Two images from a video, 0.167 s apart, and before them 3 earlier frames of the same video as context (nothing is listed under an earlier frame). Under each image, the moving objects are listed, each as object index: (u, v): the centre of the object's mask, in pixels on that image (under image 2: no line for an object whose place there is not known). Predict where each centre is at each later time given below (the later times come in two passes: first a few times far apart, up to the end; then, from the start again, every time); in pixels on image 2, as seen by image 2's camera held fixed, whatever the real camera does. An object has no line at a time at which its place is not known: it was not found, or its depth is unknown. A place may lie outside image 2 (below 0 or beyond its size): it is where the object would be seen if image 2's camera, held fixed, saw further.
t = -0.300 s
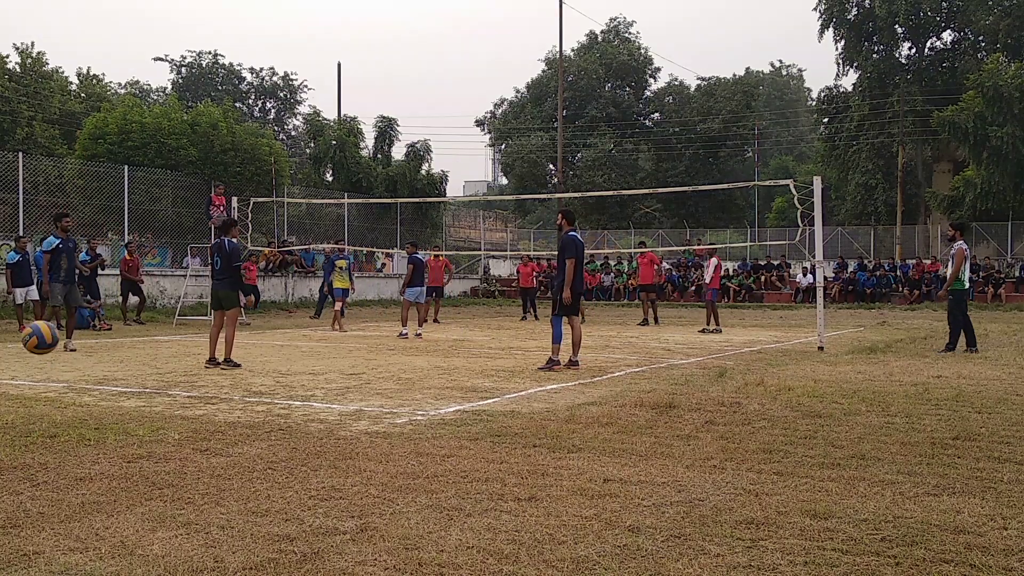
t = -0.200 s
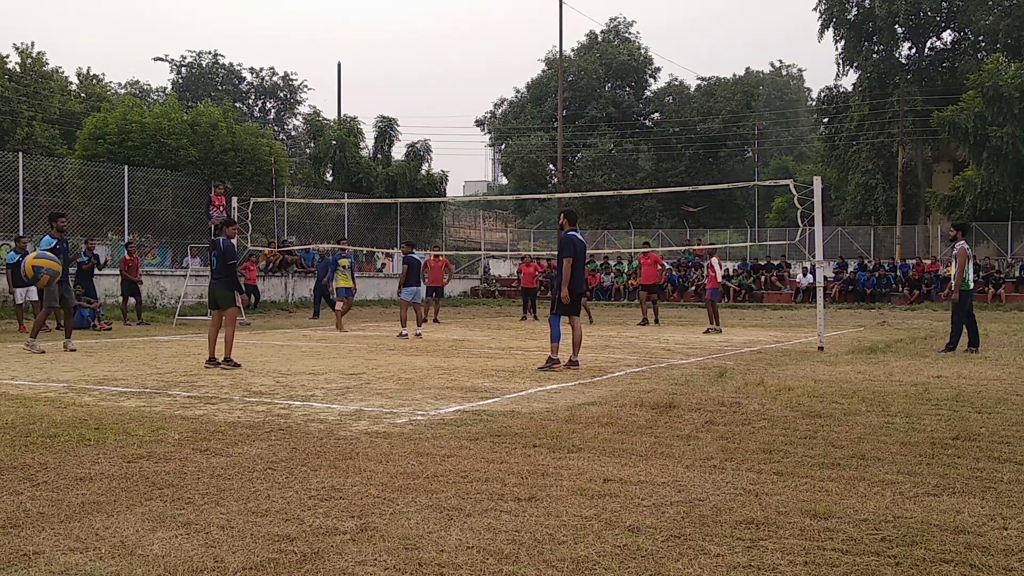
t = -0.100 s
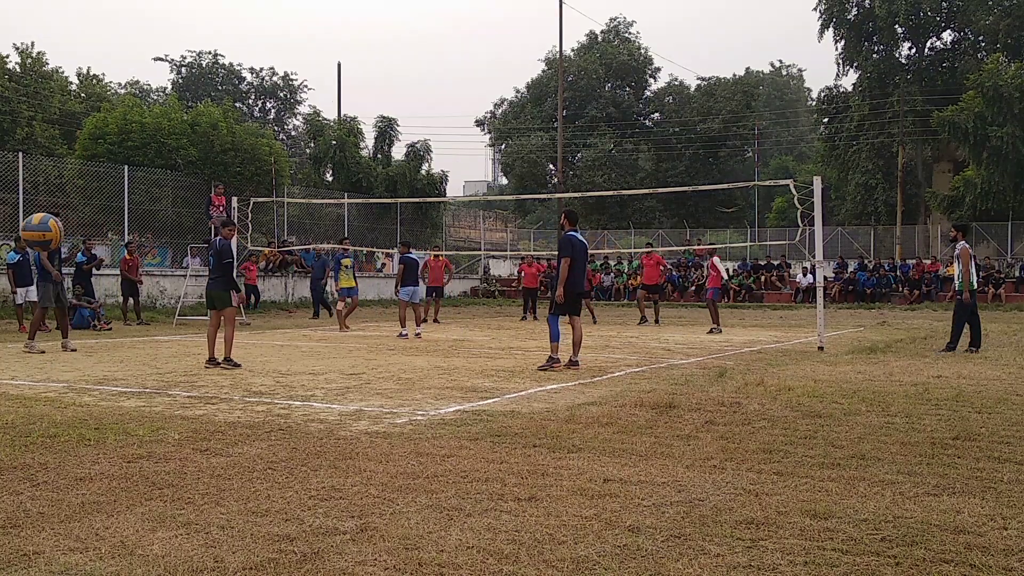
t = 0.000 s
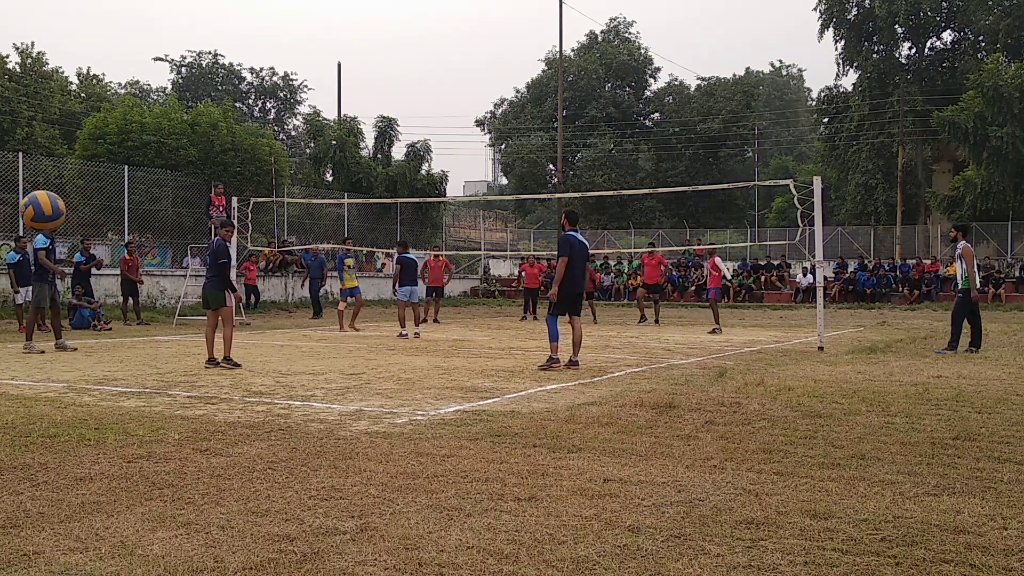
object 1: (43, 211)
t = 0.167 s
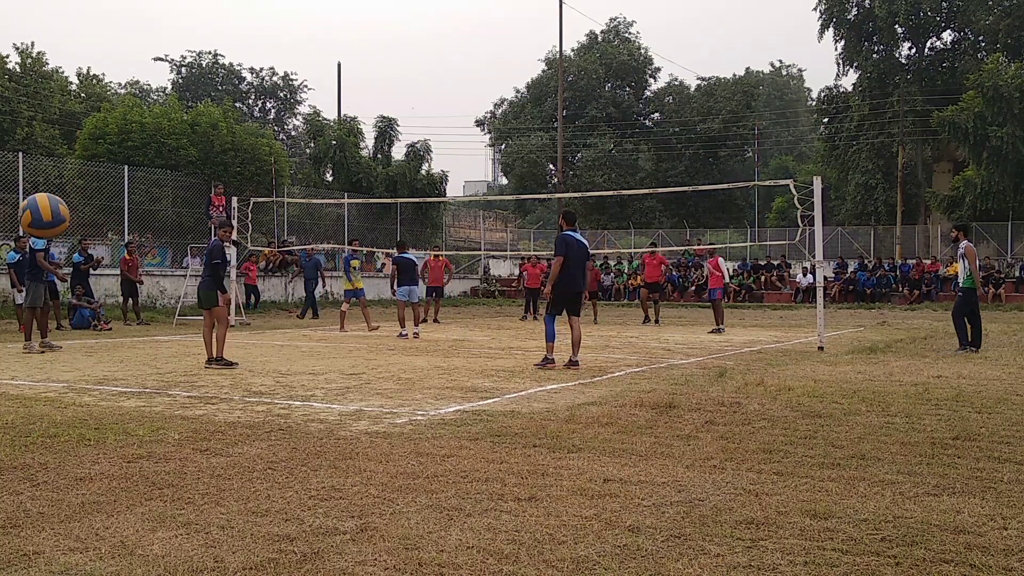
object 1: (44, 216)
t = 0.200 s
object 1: (44, 225)
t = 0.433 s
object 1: (46, 381)
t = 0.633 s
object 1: (46, 511)
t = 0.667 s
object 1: (45, 487)
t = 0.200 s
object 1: (44, 225)
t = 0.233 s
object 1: (44, 236)
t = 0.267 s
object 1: (45, 250)
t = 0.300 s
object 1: (45, 268)
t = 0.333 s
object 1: (45, 290)
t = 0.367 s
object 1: (46, 316)
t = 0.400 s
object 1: (46, 346)
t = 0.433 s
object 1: (46, 381)
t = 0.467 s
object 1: (46, 422)
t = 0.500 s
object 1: (47, 467)
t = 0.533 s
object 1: (47, 519)
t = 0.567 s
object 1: (48, 556)
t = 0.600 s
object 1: (46, 536)
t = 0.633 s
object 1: (46, 511)
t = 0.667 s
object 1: (45, 487)
